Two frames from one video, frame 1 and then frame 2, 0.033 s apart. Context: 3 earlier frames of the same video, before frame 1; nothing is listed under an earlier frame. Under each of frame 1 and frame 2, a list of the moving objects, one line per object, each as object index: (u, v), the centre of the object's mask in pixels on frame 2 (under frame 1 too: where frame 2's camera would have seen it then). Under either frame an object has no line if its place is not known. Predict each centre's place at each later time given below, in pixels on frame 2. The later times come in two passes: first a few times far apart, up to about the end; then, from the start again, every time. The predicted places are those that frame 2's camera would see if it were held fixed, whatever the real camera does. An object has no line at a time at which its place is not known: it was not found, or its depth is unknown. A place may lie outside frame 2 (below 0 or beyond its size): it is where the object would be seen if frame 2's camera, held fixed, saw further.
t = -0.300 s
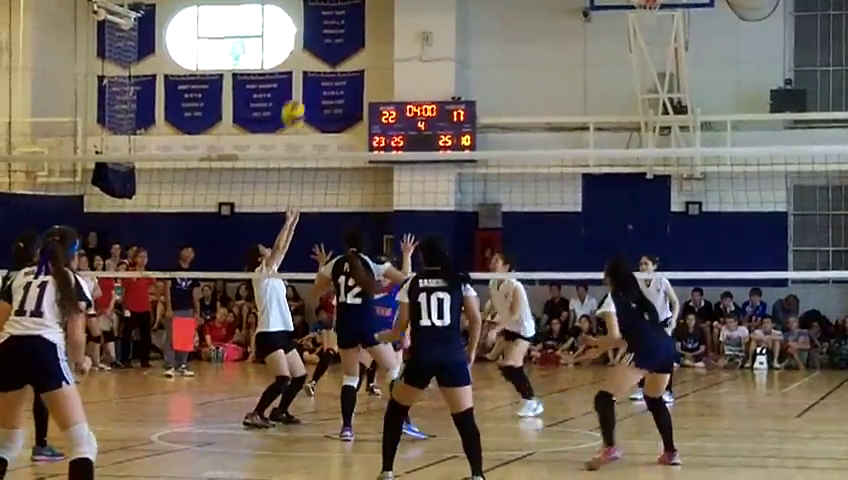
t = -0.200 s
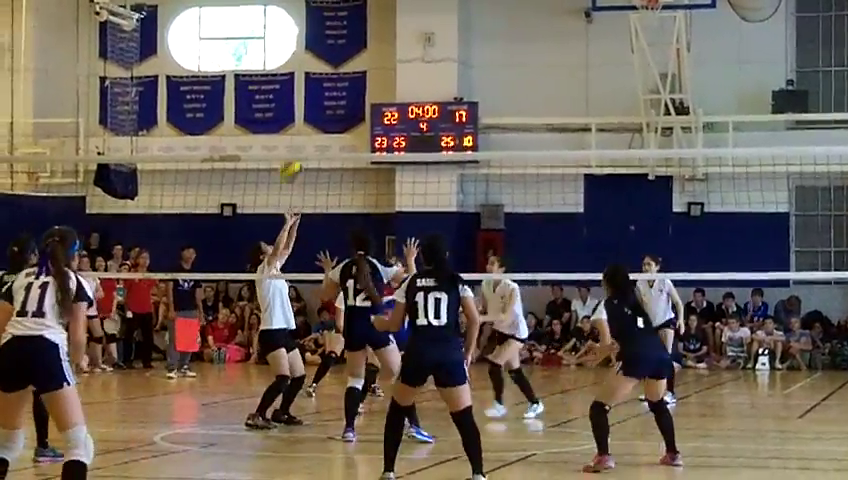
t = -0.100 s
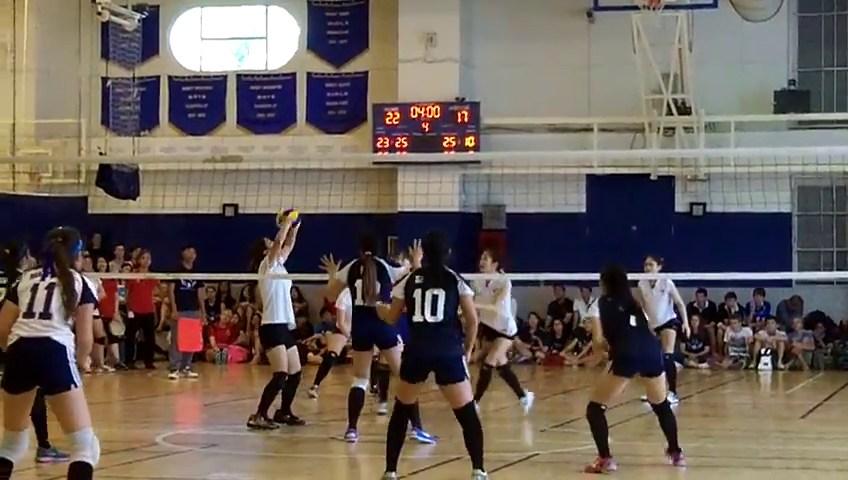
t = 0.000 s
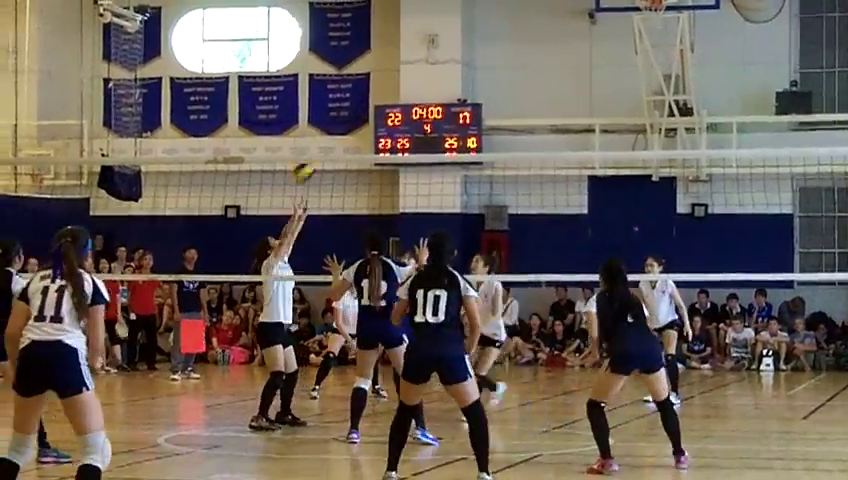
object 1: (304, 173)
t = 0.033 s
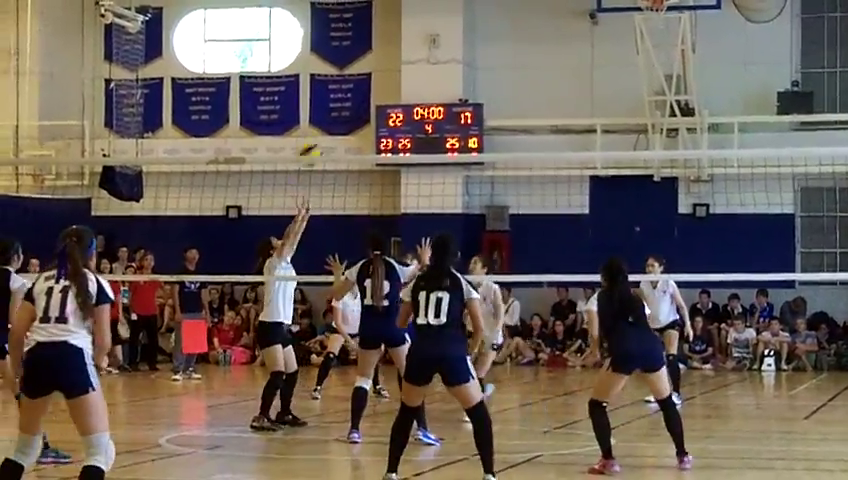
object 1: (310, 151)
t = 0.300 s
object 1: (349, 60)
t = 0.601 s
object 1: (392, 50)
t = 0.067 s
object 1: (315, 137)
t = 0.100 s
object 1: (319, 122)
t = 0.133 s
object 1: (324, 108)
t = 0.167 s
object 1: (329, 97)
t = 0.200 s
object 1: (335, 85)
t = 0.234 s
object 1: (339, 76)
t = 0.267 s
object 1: (344, 67)
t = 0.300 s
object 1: (349, 60)
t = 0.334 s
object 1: (354, 54)
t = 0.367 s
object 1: (359, 49)
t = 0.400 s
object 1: (363, 46)
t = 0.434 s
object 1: (368, 43)
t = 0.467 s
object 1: (373, 42)
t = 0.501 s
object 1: (378, 42)
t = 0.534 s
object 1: (382, 44)
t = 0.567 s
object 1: (388, 46)
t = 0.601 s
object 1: (392, 50)
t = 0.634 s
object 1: (397, 56)
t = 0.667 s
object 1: (401, 63)
